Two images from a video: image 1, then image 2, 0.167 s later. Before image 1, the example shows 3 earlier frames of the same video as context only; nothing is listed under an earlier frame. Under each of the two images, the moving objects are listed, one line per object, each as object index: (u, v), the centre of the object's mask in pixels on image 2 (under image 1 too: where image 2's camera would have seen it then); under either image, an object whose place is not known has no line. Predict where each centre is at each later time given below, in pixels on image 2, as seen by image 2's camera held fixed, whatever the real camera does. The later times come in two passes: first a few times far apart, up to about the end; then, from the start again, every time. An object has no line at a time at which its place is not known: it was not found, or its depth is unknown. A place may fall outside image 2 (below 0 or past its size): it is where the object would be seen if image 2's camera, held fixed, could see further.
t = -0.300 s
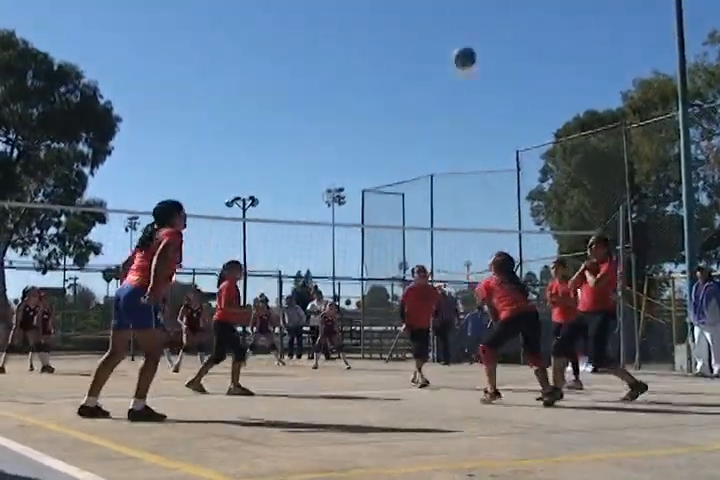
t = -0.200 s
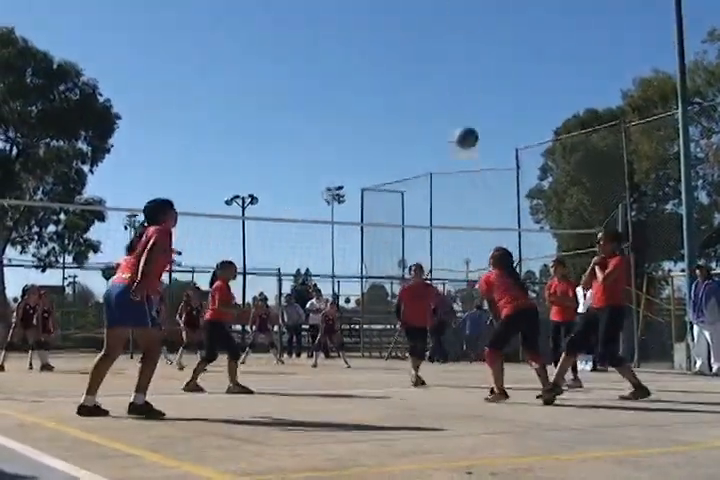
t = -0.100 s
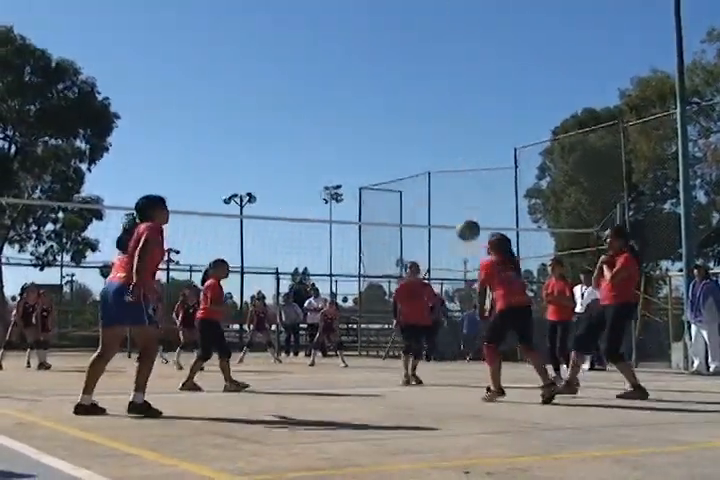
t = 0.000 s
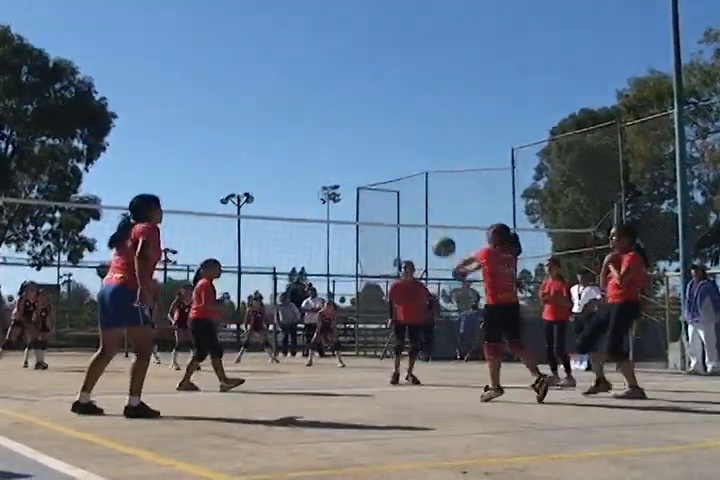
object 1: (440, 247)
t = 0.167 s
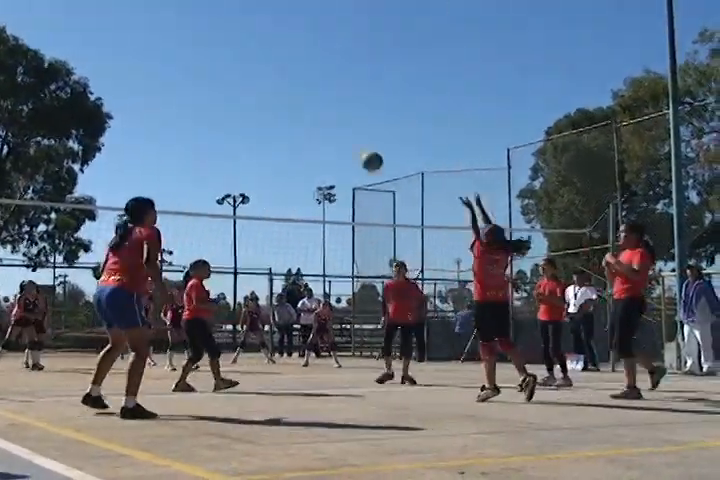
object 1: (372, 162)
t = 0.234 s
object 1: (348, 139)
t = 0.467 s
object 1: (274, 106)
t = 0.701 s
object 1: (216, 124)
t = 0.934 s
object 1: (172, 180)
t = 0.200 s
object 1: (359, 150)
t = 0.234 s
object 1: (348, 139)
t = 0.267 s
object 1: (336, 131)
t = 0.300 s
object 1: (325, 123)
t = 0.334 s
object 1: (314, 118)
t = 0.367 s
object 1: (304, 113)
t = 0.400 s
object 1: (294, 110)
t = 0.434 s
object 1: (284, 108)
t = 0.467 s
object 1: (274, 106)
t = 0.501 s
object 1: (265, 106)
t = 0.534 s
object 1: (256, 106)
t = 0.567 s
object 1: (247, 109)
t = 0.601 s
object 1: (239, 111)
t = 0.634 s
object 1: (232, 115)
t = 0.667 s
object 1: (224, 119)
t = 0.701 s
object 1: (216, 124)
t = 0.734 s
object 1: (209, 130)
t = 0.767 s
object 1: (203, 137)
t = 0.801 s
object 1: (196, 144)
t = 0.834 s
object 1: (189, 152)
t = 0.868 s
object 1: (183, 160)
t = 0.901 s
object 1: (177, 170)
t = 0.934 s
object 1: (172, 180)
